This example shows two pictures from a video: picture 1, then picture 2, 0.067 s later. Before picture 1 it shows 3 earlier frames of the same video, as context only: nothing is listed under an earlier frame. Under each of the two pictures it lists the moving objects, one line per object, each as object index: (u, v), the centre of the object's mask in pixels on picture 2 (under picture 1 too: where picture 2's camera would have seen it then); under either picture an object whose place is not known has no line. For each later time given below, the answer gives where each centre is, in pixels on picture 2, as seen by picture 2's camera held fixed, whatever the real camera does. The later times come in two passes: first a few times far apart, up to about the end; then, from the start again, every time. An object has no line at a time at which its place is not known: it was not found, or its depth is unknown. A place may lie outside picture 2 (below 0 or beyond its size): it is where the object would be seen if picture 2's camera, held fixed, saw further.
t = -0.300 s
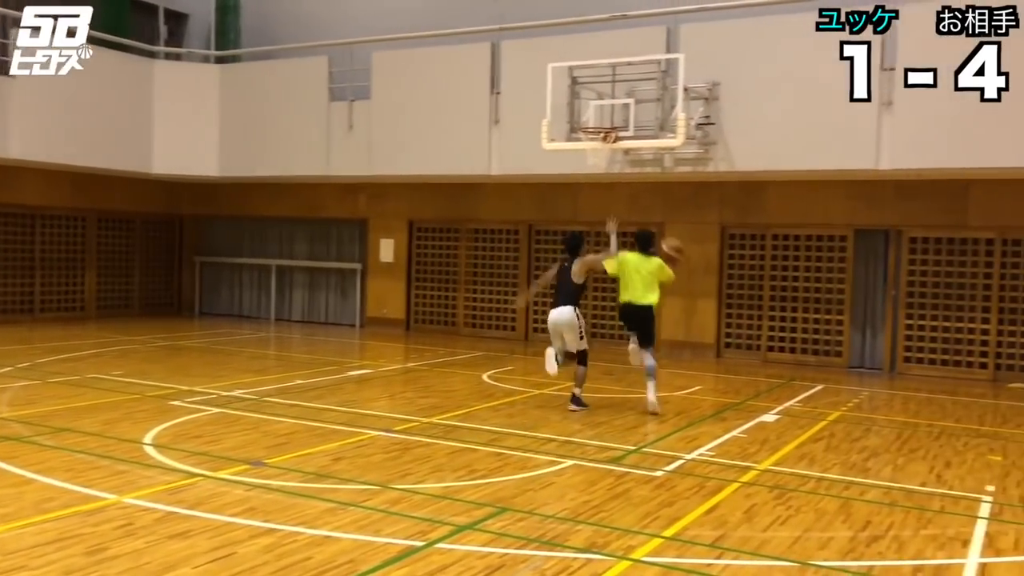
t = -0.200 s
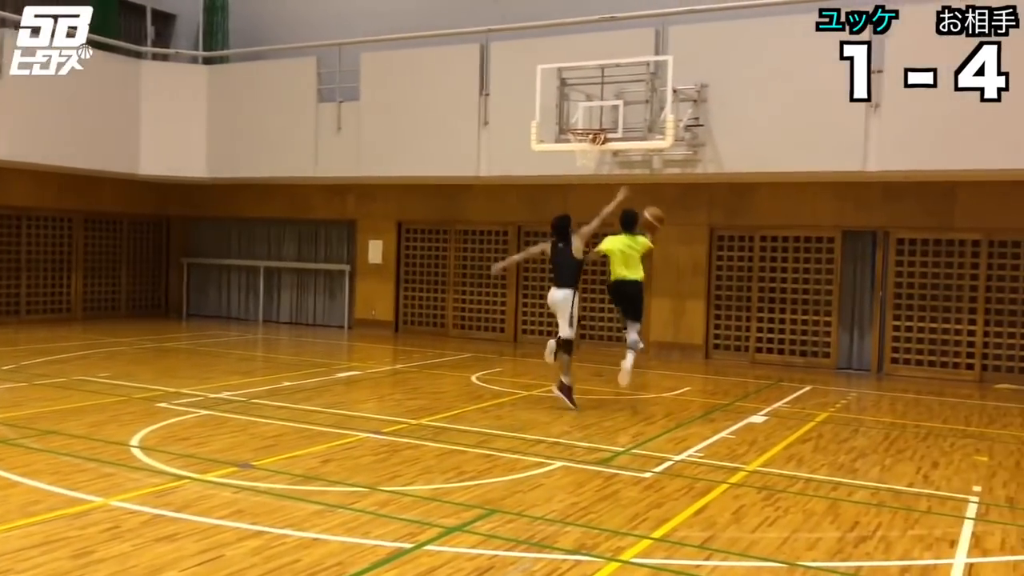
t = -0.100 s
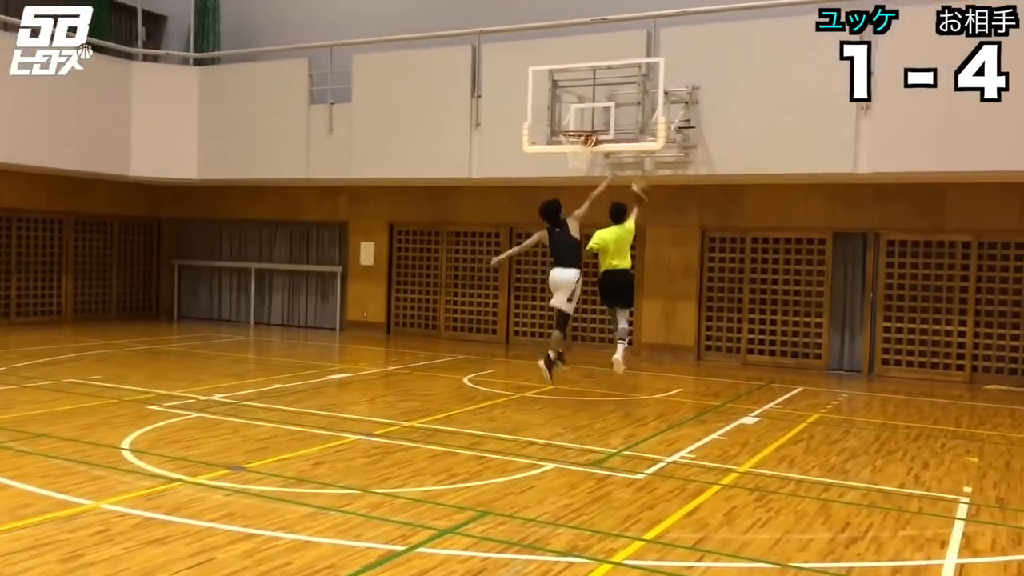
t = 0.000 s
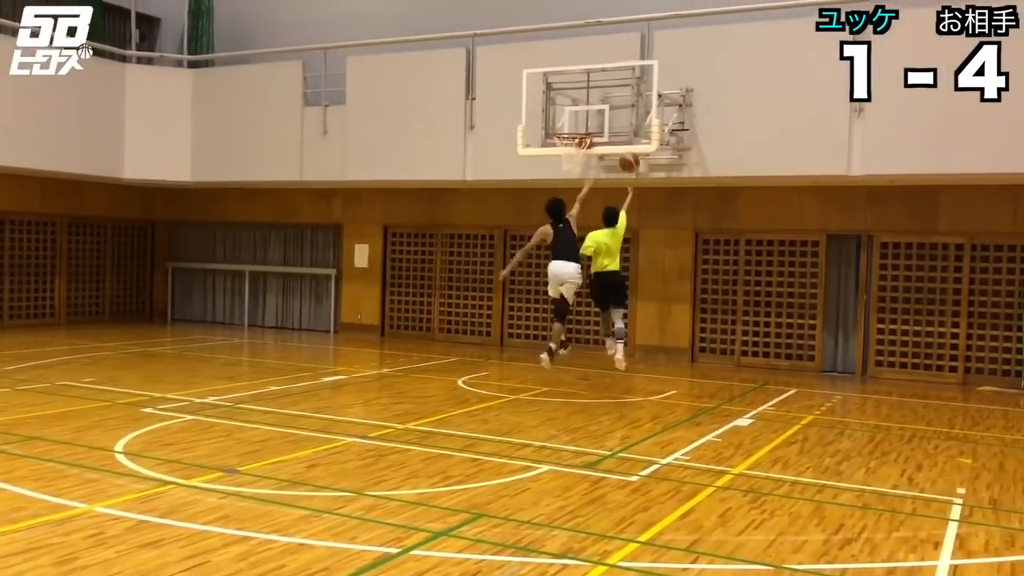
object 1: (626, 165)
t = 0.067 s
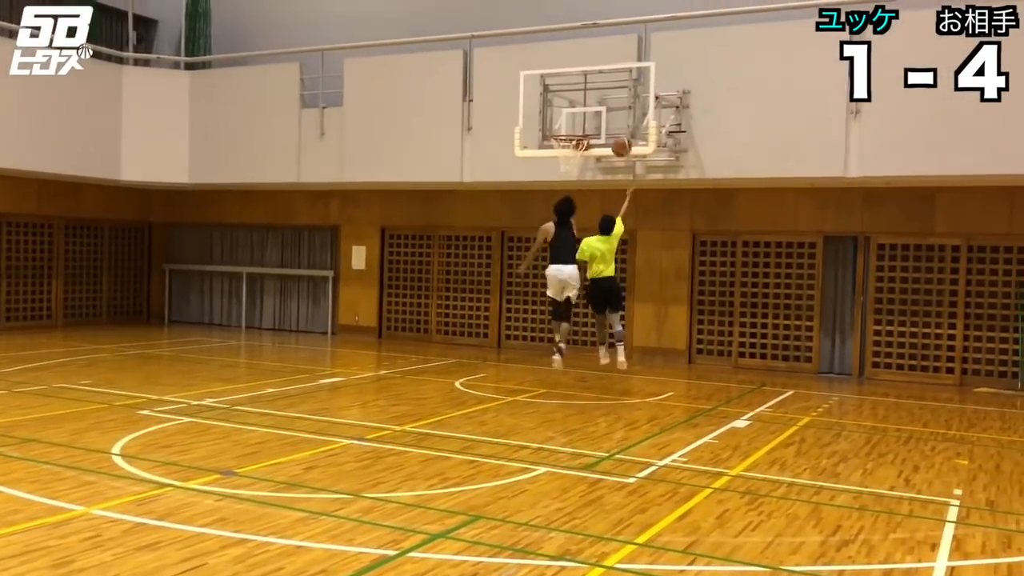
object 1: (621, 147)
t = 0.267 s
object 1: (608, 120)
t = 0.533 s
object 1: (587, 127)
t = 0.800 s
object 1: (560, 145)
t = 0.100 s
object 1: (620, 140)
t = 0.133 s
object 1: (617, 134)
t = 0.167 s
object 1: (615, 129)
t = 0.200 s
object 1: (613, 125)
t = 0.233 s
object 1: (610, 122)
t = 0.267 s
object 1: (608, 120)
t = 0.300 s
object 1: (606, 119)
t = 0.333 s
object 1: (604, 119)
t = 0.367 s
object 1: (602, 120)
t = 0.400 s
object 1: (599, 122)
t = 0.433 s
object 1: (597, 123)
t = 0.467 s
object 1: (593, 124)
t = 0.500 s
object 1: (590, 125)
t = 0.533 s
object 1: (587, 127)
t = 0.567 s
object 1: (583, 128)
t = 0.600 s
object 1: (581, 128)
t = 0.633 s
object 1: (577, 129)
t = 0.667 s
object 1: (575, 131)
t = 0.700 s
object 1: (571, 132)
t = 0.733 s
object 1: (567, 136)
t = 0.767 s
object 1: (563, 142)
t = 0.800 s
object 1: (560, 145)
